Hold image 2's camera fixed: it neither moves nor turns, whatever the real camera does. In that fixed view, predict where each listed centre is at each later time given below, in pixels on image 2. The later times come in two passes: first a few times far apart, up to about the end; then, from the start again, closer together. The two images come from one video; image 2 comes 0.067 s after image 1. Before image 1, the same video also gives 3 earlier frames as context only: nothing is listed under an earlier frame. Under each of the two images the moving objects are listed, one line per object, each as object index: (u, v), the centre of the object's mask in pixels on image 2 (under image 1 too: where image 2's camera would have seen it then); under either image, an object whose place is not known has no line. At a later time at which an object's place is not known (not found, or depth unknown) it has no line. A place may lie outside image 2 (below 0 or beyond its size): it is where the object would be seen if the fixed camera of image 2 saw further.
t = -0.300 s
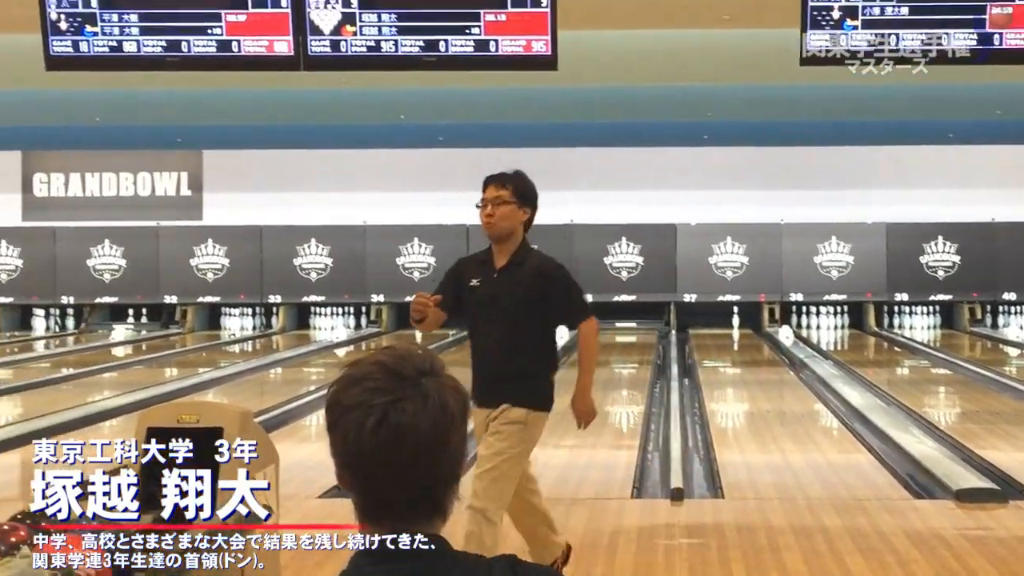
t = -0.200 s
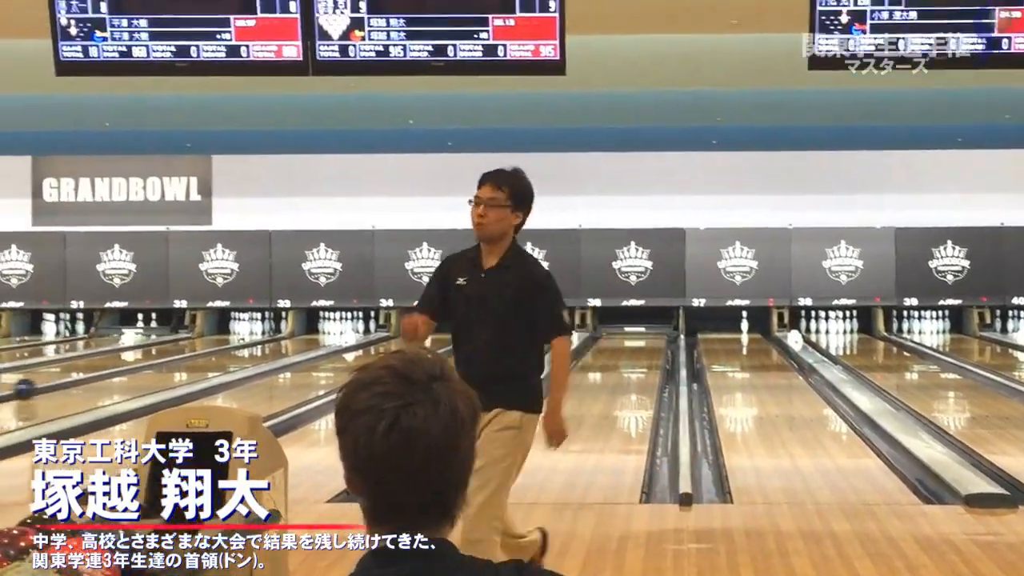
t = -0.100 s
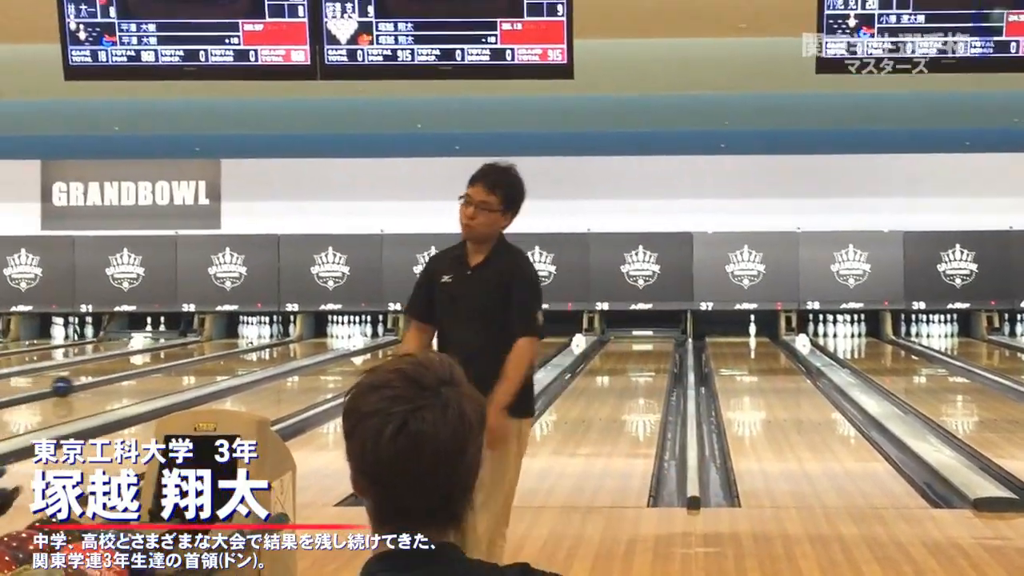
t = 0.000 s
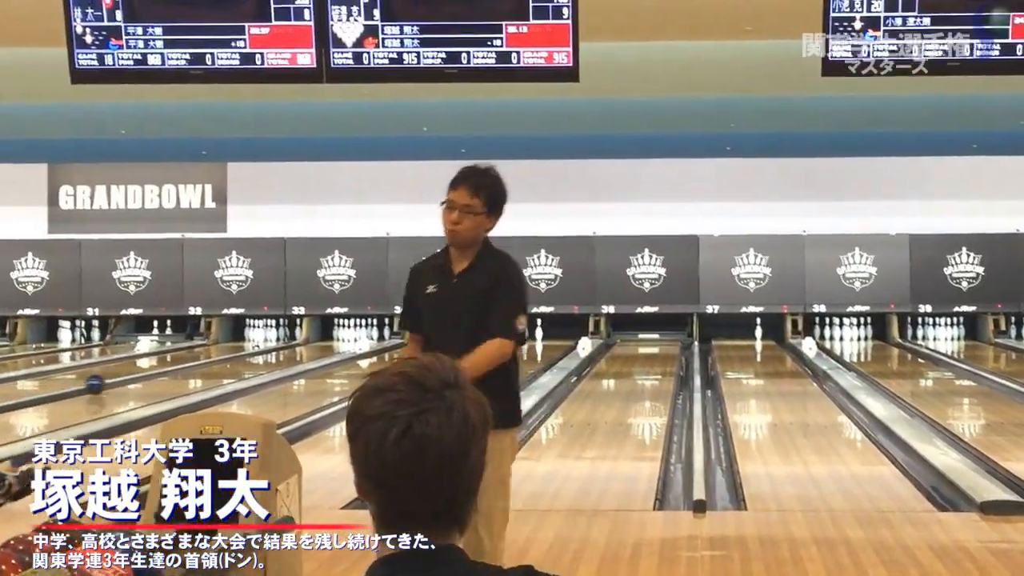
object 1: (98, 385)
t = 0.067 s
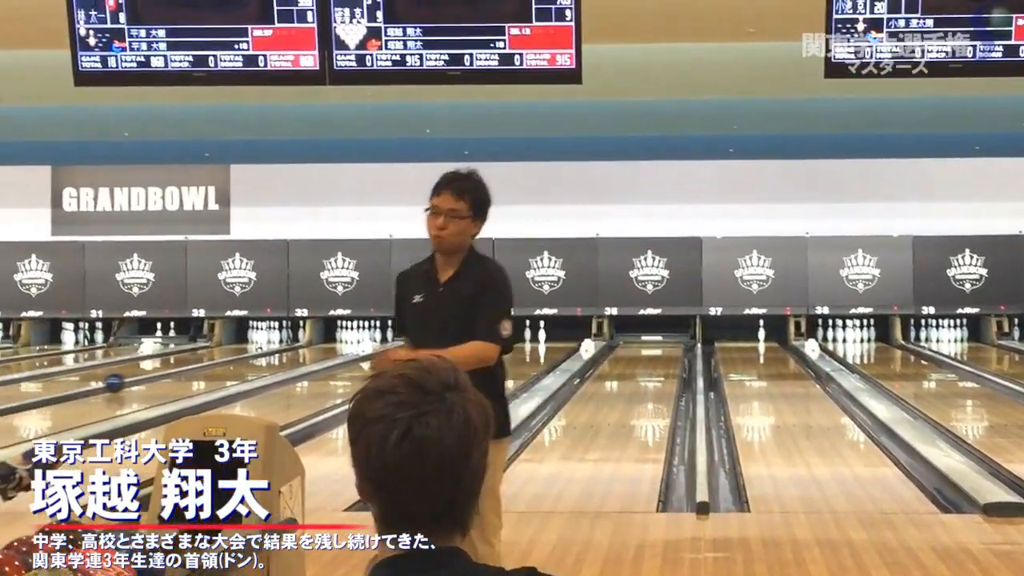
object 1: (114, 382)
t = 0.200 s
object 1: (137, 377)
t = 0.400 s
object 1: (176, 370)
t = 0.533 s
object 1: (199, 365)
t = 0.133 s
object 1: (122, 381)
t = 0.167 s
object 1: (129, 379)
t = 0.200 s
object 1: (137, 377)
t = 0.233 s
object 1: (143, 376)
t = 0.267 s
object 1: (150, 375)
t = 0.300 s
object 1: (157, 373)
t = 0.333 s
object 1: (164, 372)
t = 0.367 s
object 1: (170, 371)
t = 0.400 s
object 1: (176, 370)
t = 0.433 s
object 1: (182, 367)
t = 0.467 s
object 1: (188, 367)
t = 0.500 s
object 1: (194, 366)
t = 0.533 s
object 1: (199, 365)
